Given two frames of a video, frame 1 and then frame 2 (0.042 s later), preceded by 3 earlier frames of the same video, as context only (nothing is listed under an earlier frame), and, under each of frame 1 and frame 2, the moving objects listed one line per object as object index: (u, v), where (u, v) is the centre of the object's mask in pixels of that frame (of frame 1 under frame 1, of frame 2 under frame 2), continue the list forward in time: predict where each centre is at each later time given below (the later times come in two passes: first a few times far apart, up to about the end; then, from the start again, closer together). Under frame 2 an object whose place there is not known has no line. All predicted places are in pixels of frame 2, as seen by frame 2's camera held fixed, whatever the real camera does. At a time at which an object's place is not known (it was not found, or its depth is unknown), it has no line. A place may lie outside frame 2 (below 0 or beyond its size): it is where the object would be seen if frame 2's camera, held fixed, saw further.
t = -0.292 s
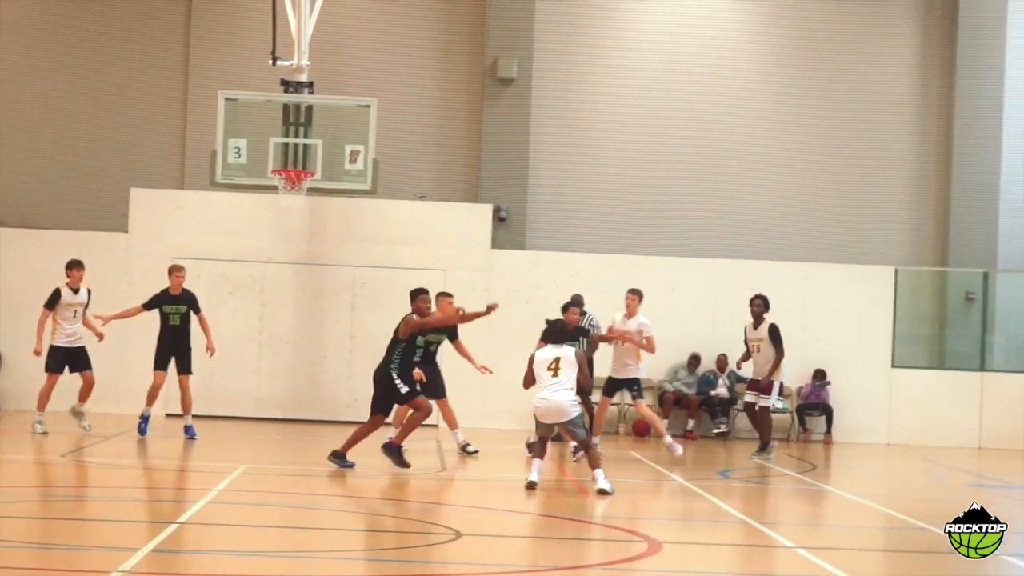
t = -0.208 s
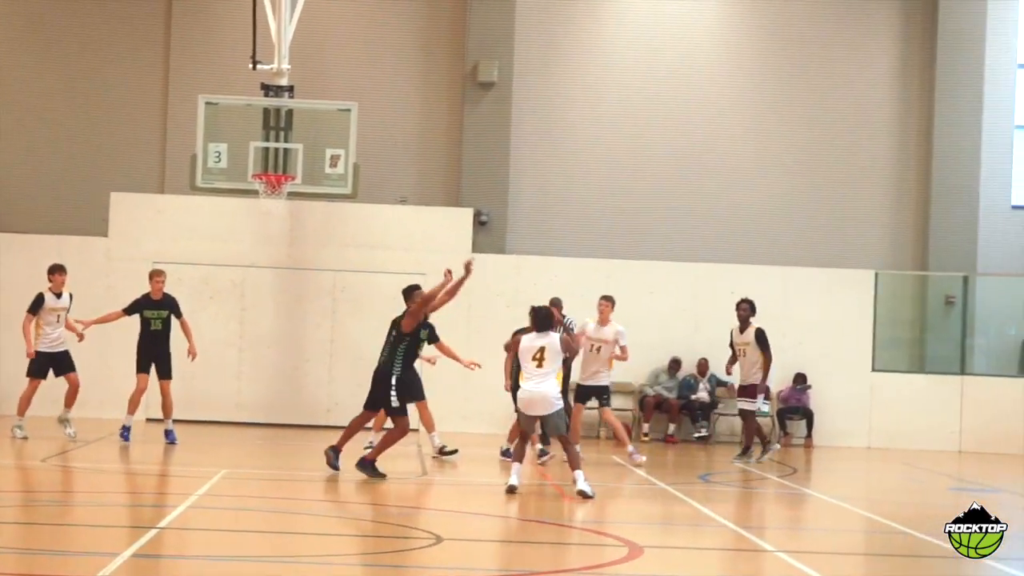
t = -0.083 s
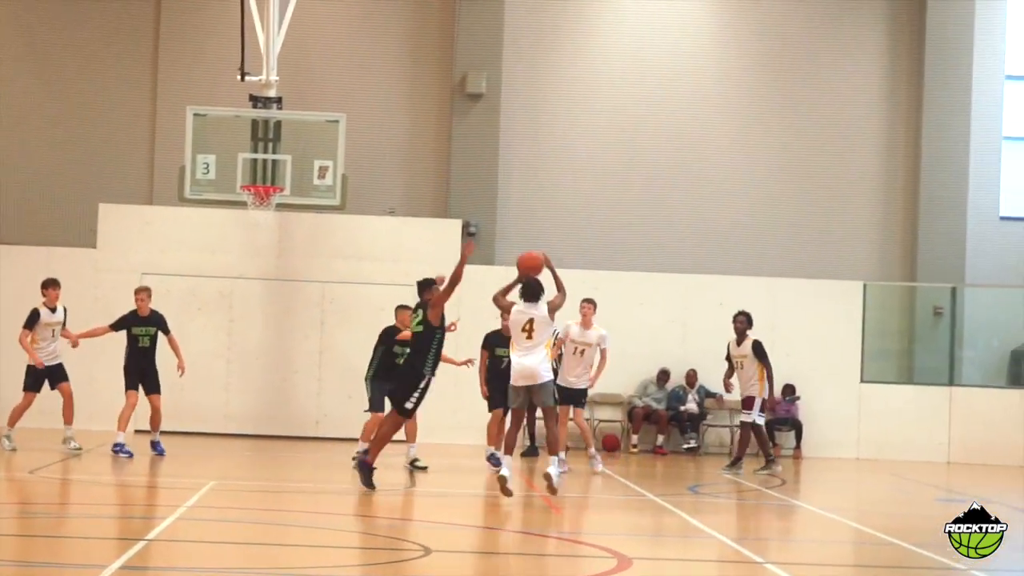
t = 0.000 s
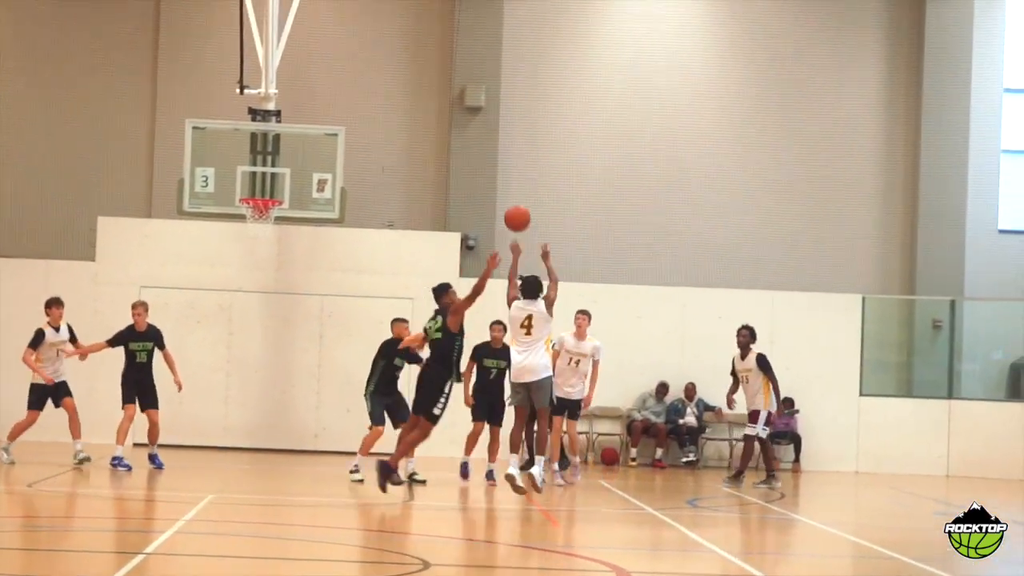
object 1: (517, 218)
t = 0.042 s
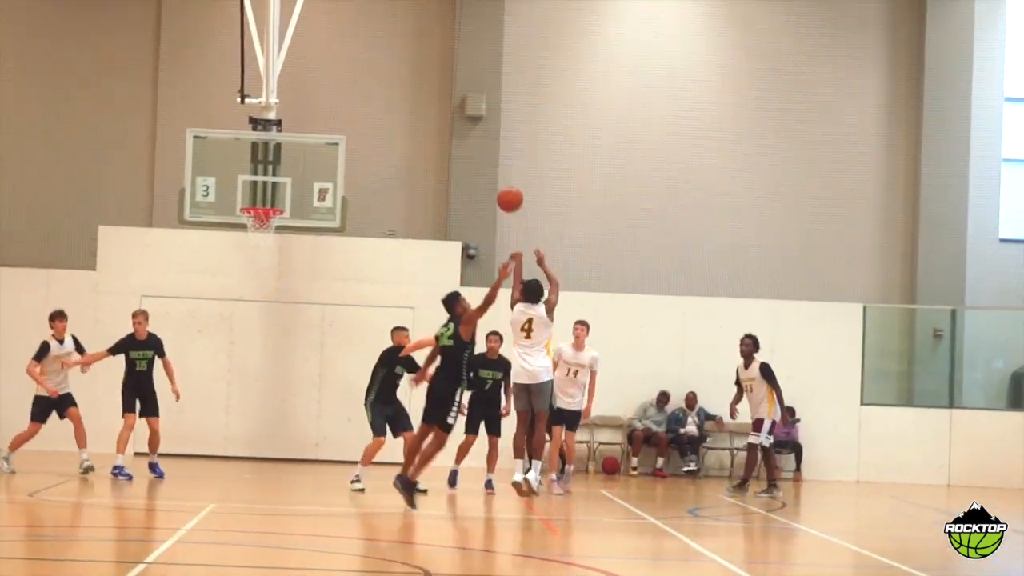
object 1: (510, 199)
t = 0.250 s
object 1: (473, 92)
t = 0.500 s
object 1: (430, 33)
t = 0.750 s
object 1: (391, 38)
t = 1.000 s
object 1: (352, 98)
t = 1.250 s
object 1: (315, 203)
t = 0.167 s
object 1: (487, 129)
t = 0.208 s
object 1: (480, 109)
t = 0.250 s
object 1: (473, 92)
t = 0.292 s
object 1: (465, 78)
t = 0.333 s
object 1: (460, 65)
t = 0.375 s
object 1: (452, 55)
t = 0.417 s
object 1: (445, 46)
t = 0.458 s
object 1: (438, 38)
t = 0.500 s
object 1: (430, 33)
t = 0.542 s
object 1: (424, 30)
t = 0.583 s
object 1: (417, 28)
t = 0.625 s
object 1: (410, 28)
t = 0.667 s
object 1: (404, 30)
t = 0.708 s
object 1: (397, 33)
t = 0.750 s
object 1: (391, 38)
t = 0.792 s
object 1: (384, 44)
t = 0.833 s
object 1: (378, 52)
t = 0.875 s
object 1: (371, 62)
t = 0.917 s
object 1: (365, 72)
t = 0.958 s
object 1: (358, 85)
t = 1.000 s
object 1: (352, 98)
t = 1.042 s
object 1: (345, 113)
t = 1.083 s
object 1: (339, 128)
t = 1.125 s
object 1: (333, 145)
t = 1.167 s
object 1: (327, 163)
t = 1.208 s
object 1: (322, 182)
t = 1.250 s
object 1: (315, 203)
